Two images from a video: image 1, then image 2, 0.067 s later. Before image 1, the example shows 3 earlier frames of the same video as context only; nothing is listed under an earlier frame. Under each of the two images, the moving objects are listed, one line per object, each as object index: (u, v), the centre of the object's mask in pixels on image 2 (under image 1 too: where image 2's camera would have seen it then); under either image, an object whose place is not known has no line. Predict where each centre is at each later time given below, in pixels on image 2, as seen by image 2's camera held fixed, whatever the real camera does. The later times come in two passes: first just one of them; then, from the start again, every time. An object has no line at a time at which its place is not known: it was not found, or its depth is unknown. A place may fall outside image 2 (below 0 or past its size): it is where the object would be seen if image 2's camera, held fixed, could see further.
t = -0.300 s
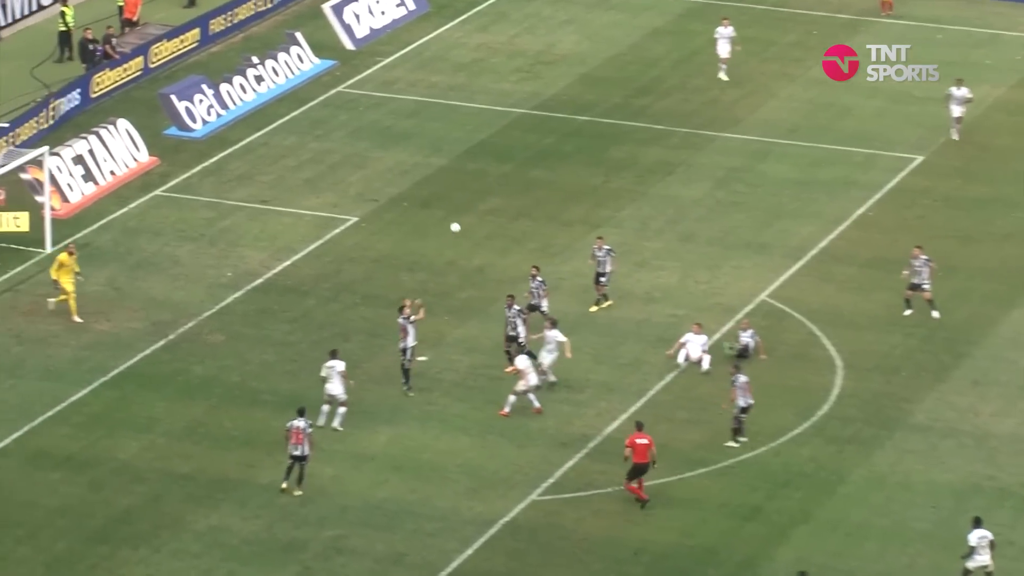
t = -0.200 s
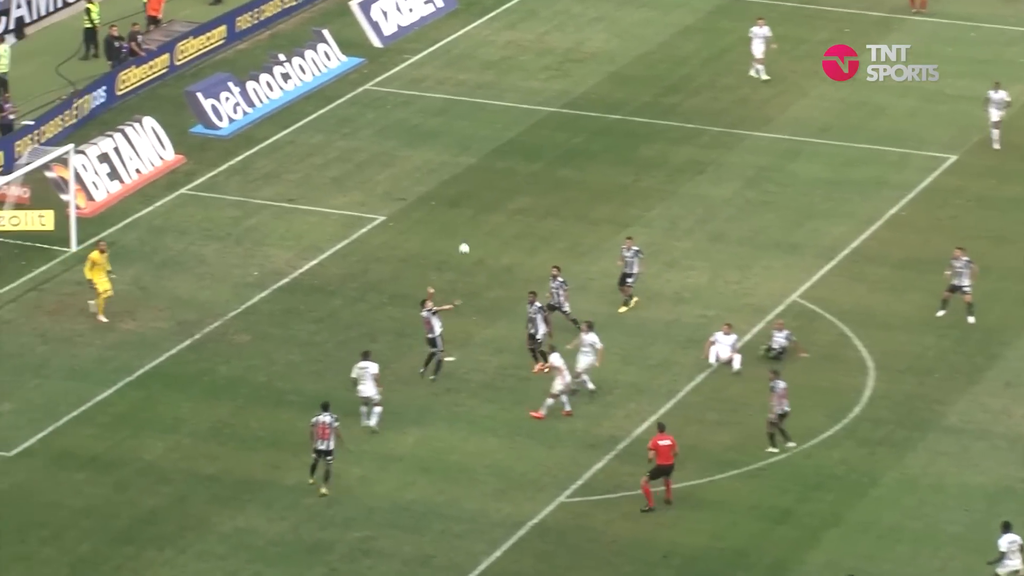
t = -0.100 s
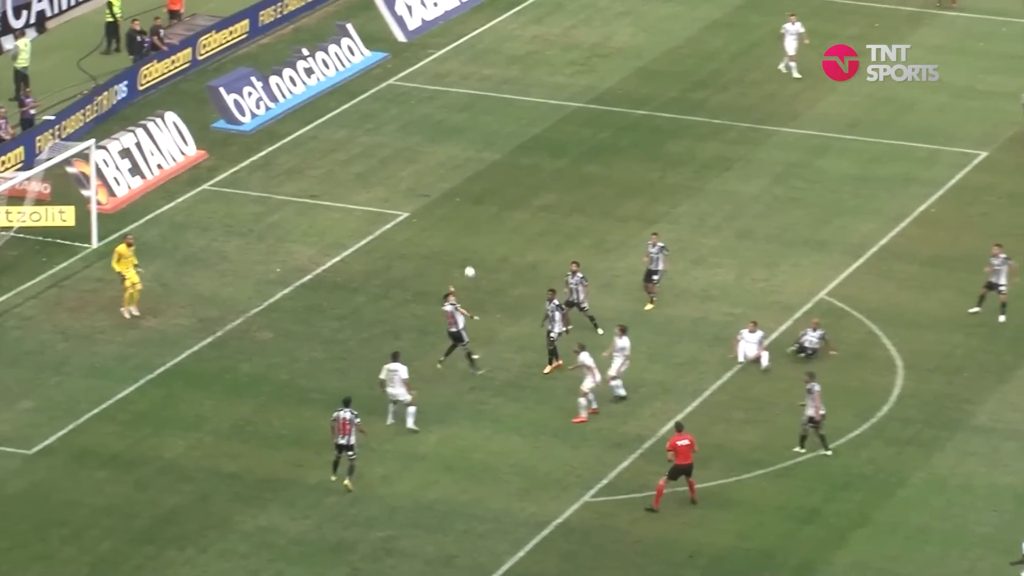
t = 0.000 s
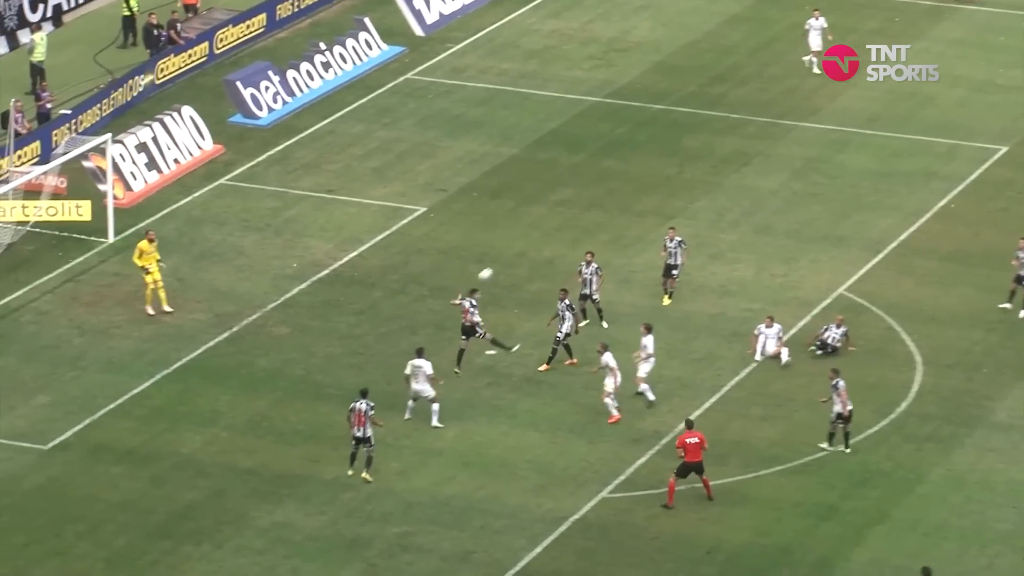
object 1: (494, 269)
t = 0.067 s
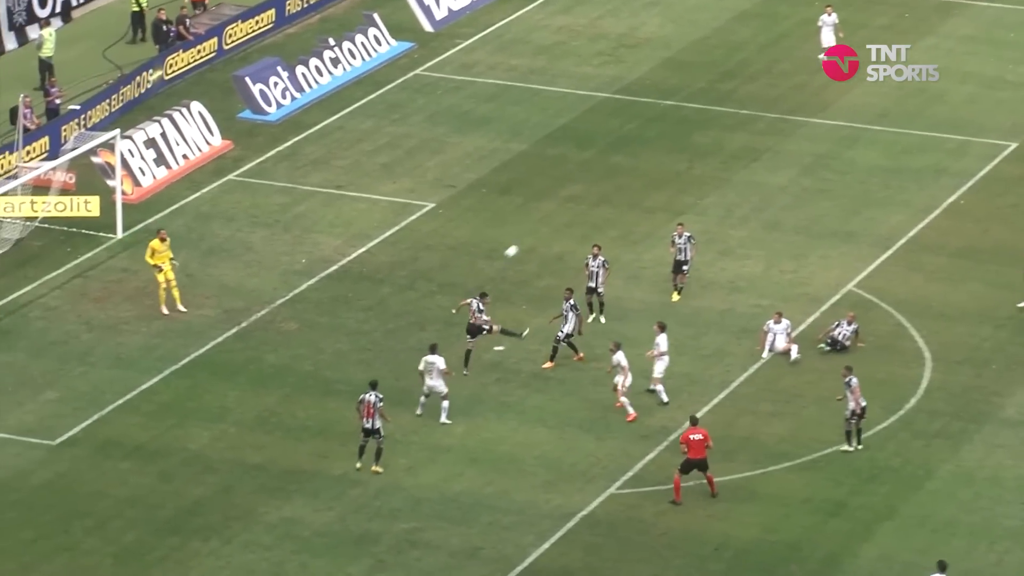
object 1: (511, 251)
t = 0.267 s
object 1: (564, 207)
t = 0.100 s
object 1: (520, 243)
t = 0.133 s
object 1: (529, 235)
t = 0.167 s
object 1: (538, 227)
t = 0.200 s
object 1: (547, 219)
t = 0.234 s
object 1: (556, 213)
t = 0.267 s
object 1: (564, 207)
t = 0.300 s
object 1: (573, 201)
